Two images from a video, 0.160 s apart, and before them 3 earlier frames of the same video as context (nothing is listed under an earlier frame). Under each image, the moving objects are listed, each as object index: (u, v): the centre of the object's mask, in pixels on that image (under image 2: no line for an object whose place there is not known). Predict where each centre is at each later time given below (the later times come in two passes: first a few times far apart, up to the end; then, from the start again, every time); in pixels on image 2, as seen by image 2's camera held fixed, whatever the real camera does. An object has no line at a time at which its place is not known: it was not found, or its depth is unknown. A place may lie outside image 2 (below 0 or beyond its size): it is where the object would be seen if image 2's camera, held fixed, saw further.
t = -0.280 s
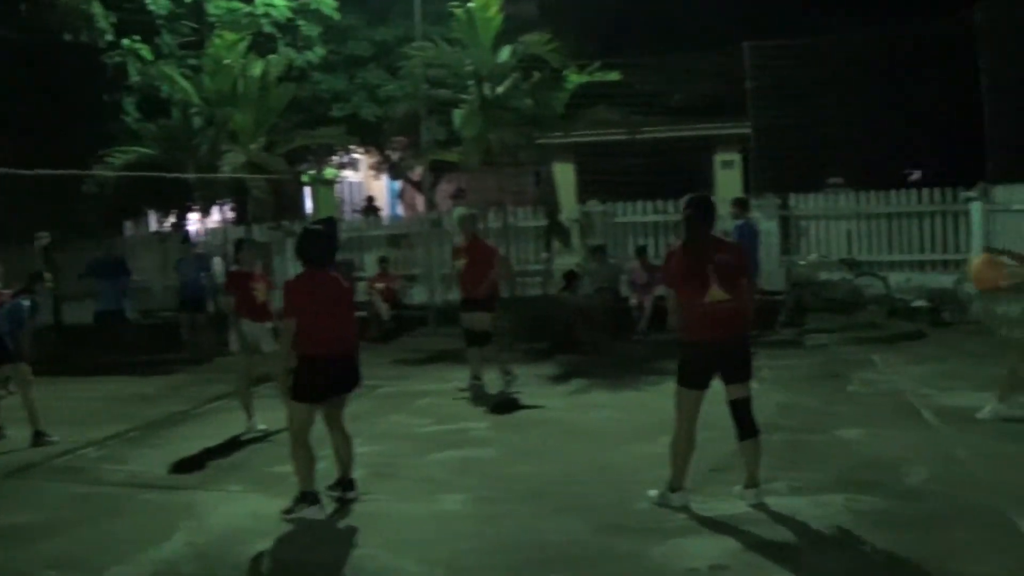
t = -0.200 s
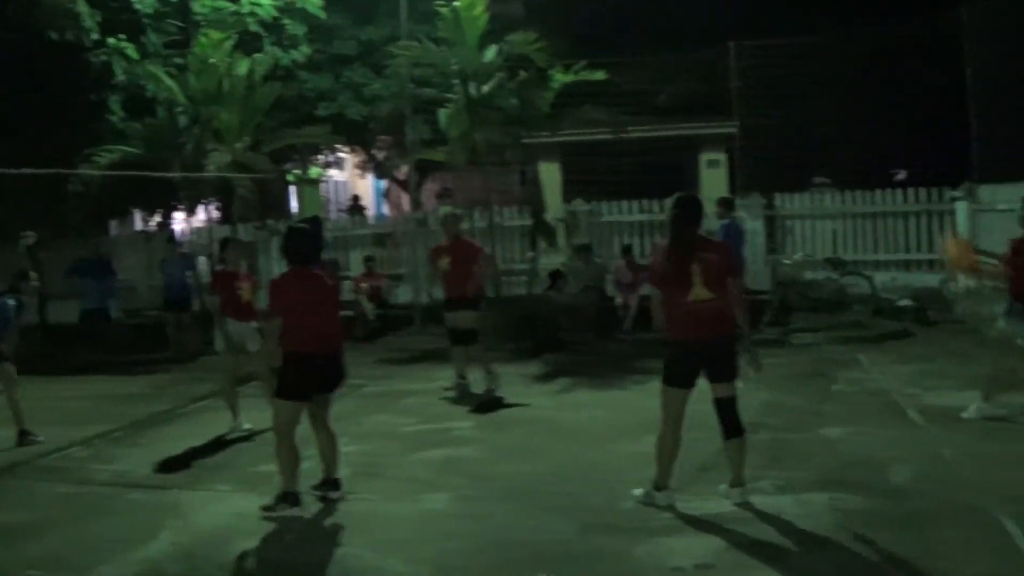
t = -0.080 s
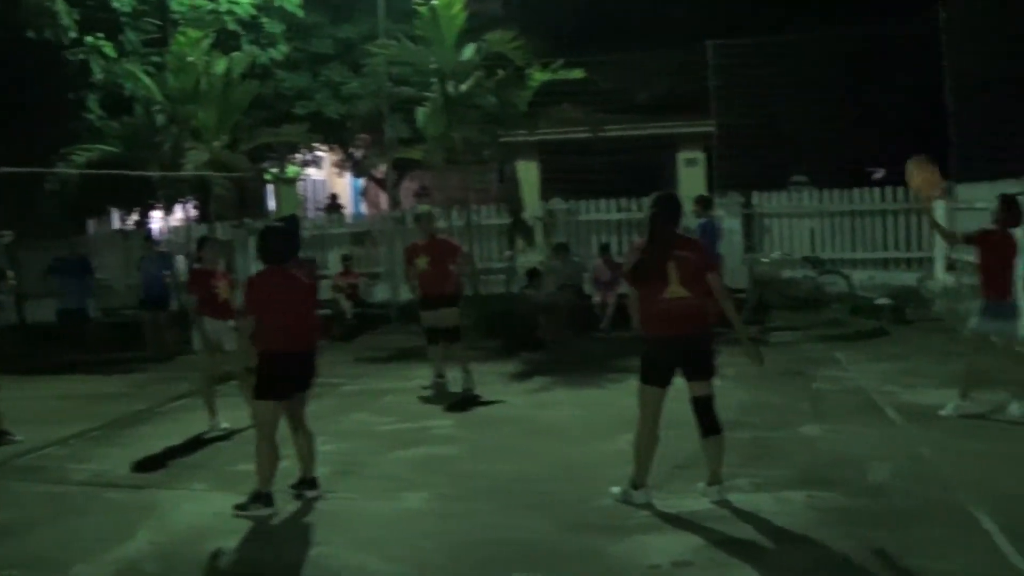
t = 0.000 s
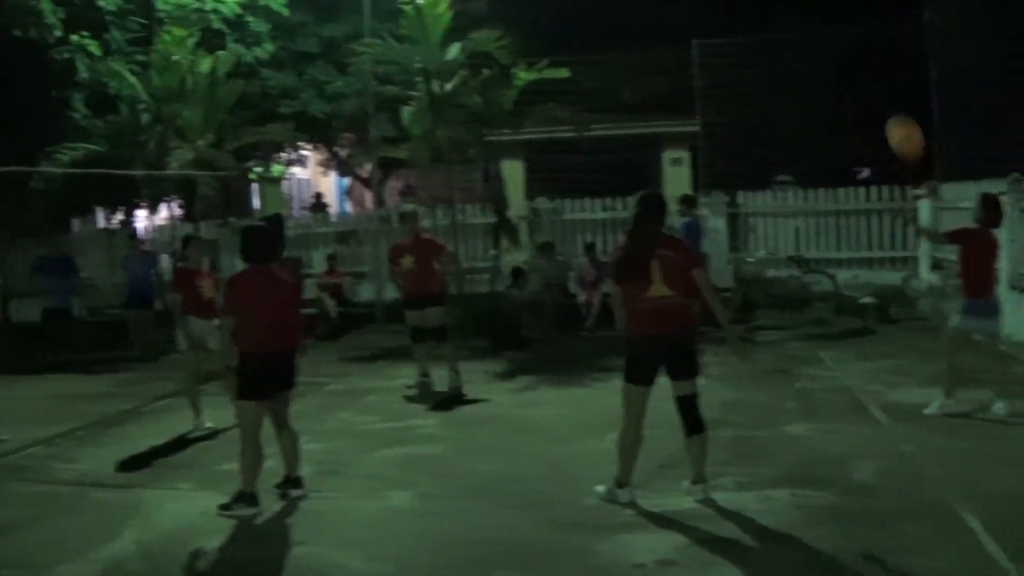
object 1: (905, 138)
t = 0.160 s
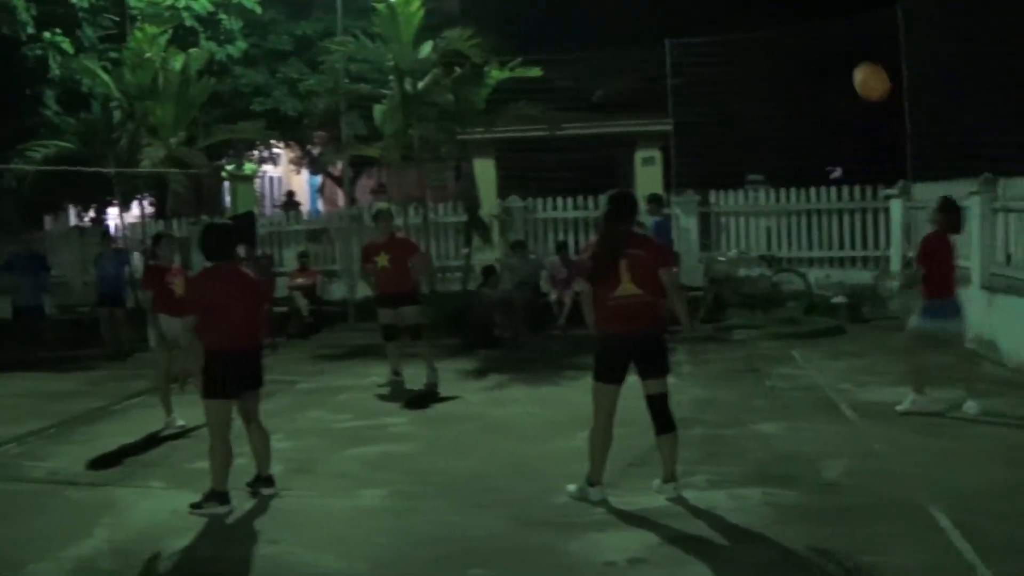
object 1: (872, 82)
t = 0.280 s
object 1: (866, 64)
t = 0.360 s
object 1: (863, 63)
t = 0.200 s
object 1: (869, 73)
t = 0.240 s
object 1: (868, 68)
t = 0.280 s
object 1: (866, 64)
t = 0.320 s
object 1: (864, 62)
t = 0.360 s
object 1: (863, 63)
